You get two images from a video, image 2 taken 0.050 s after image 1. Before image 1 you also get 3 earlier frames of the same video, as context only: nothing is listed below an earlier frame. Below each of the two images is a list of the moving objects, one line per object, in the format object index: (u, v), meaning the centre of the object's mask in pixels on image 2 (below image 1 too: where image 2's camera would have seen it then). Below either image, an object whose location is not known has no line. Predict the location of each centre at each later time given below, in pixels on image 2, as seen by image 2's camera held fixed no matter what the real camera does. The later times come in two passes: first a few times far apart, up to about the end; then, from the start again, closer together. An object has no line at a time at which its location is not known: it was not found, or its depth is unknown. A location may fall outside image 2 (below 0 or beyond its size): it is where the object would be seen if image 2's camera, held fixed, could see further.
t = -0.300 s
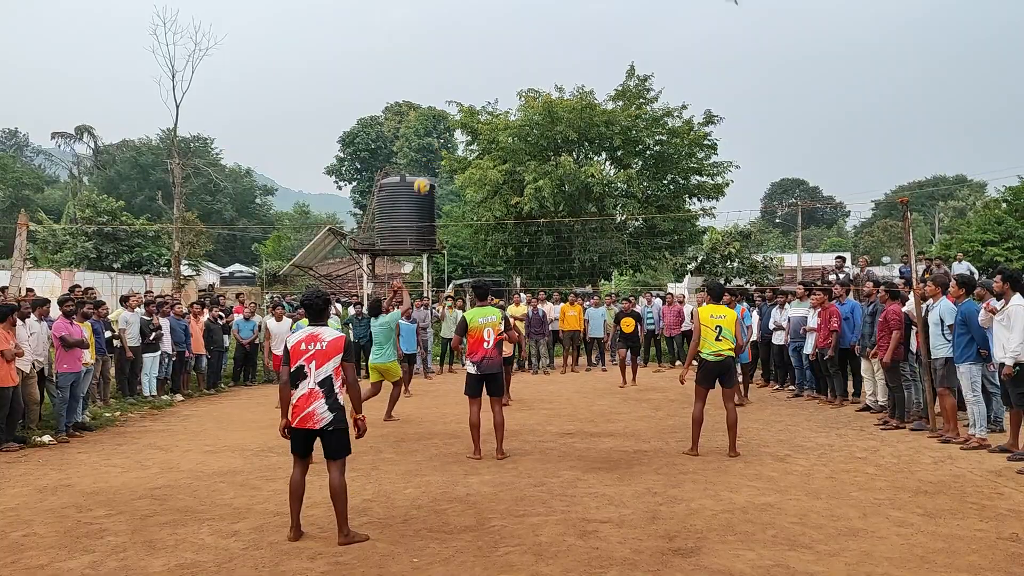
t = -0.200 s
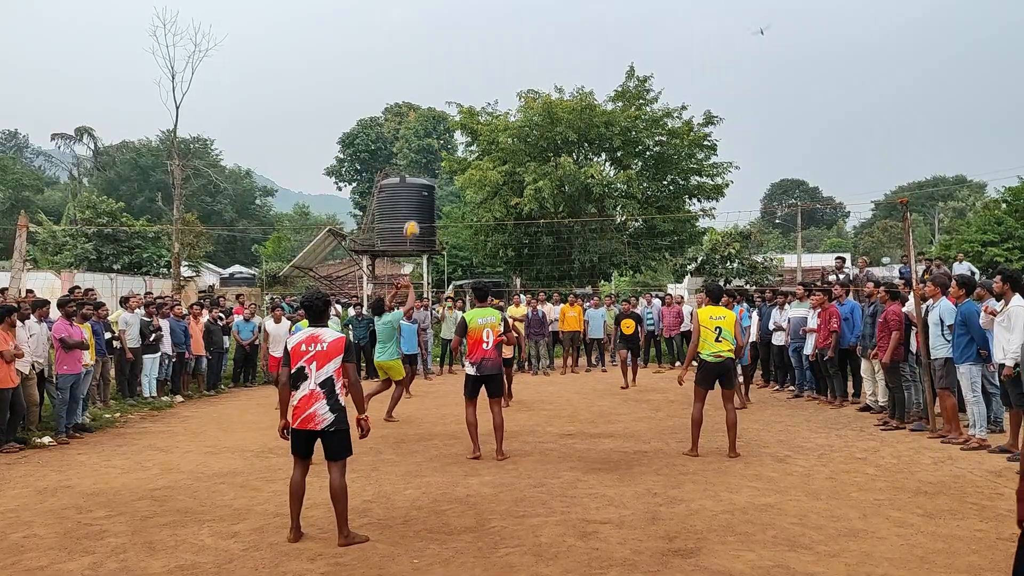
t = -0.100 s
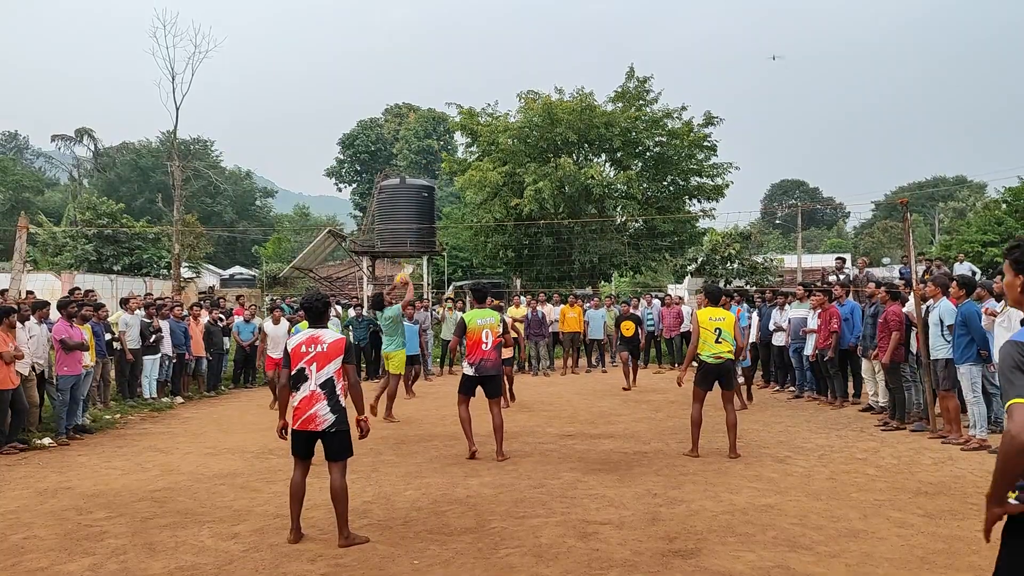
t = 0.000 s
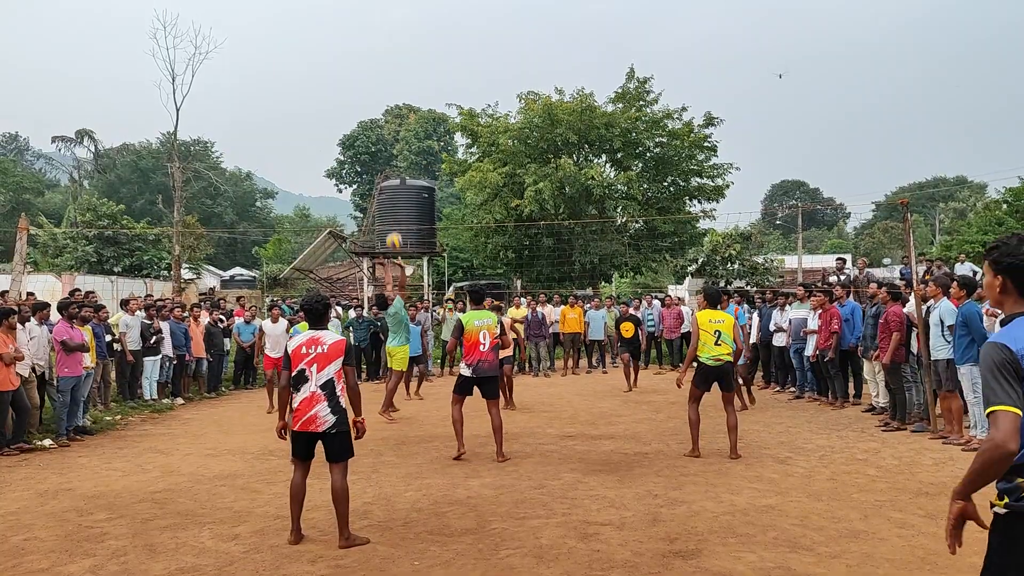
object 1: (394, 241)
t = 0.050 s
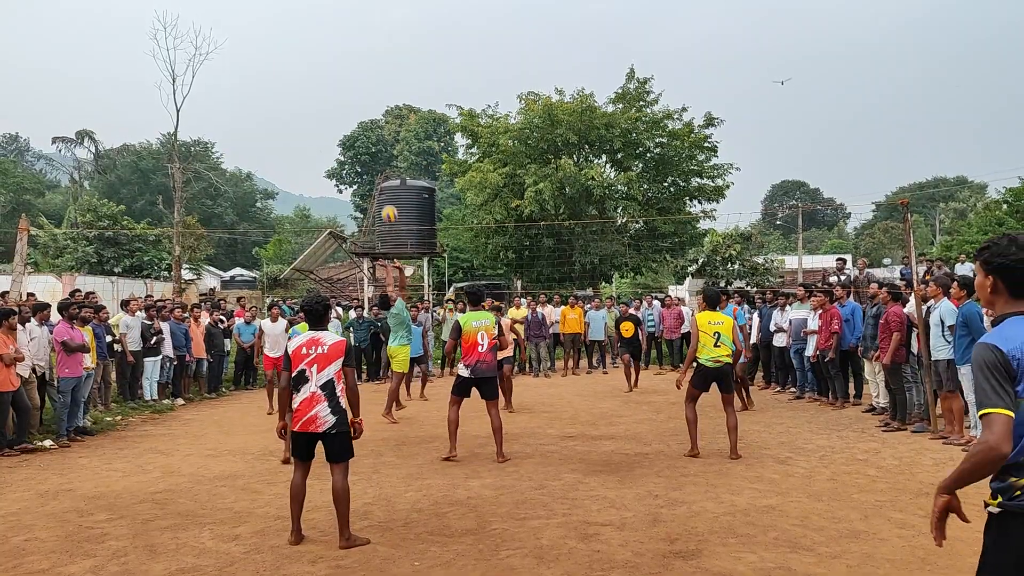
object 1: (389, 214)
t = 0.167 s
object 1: (378, 155)
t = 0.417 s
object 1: (356, 61)
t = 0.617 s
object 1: (339, 18)
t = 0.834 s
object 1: (321, 5)
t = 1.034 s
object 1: (307, 26)
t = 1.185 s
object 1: (296, 62)
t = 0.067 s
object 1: (388, 205)
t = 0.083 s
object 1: (386, 196)
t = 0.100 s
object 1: (384, 187)
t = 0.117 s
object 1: (382, 179)
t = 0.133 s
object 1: (381, 171)
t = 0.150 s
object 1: (380, 164)
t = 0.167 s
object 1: (378, 155)
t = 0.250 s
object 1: (370, 119)
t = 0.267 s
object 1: (369, 112)
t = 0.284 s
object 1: (367, 106)
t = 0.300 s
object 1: (366, 99)
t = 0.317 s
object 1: (364, 93)
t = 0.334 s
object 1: (363, 88)
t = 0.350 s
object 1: (361, 82)
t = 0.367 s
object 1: (360, 77)
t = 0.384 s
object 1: (358, 71)
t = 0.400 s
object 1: (357, 66)
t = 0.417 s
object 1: (356, 61)
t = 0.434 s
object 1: (354, 57)
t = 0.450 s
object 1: (353, 52)
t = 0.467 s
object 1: (351, 48)
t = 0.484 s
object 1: (350, 44)
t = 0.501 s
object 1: (348, 40)
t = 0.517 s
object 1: (347, 36)
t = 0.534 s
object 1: (345, 33)
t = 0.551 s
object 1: (344, 29)
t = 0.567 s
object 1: (343, 26)
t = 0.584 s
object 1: (342, 24)
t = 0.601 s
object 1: (340, 21)
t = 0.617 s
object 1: (339, 18)
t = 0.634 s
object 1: (337, 16)
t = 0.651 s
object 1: (336, 14)
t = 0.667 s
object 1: (335, 12)
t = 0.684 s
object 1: (333, 10)
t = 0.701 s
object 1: (332, 9)
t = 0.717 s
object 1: (331, 8)
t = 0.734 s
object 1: (329, 7)
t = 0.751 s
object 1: (328, 6)
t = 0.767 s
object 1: (327, 6)
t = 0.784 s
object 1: (325, 5)
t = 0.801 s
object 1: (324, 5)
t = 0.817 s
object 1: (323, 5)
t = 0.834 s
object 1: (321, 5)
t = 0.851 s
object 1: (320, 6)
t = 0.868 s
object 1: (319, 6)
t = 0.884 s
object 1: (318, 7)
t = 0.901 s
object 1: (316, 8)
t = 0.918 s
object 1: (315, 10)
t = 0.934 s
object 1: (314, 11)
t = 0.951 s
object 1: (313, 13)
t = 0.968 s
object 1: (311, 15)
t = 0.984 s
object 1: (310, 17)
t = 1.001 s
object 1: (309, 20)
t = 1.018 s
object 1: (308, 23)
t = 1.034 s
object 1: (307, 26)
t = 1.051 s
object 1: (305, 29)
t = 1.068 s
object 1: (304, 32)
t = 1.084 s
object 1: (303, 36)
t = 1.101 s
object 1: (302, 39)
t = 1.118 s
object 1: (301, 44)
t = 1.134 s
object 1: (300, 48)
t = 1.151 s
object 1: (298, 52)
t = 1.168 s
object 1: (297, 57)
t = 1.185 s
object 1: (296, 62)
